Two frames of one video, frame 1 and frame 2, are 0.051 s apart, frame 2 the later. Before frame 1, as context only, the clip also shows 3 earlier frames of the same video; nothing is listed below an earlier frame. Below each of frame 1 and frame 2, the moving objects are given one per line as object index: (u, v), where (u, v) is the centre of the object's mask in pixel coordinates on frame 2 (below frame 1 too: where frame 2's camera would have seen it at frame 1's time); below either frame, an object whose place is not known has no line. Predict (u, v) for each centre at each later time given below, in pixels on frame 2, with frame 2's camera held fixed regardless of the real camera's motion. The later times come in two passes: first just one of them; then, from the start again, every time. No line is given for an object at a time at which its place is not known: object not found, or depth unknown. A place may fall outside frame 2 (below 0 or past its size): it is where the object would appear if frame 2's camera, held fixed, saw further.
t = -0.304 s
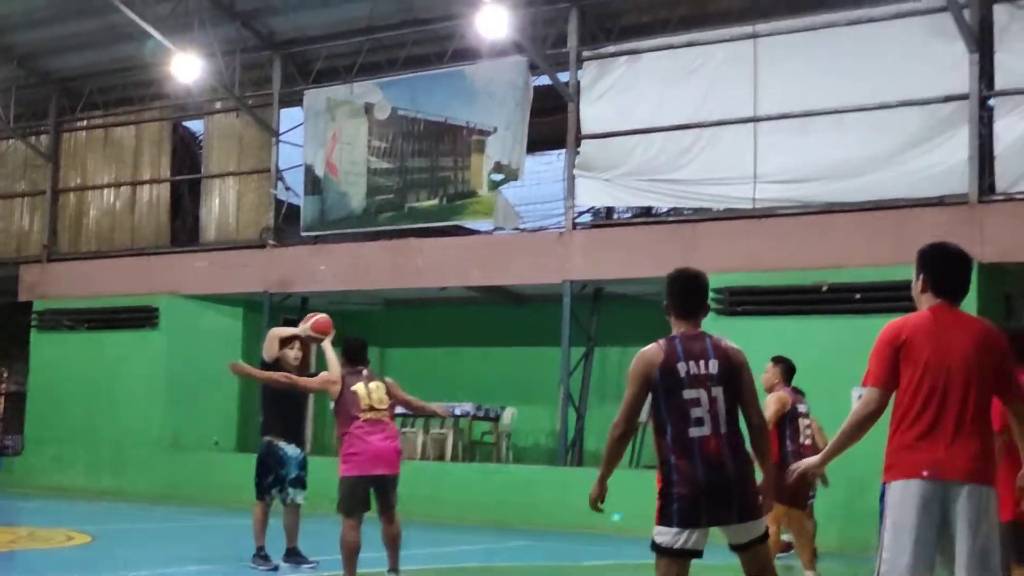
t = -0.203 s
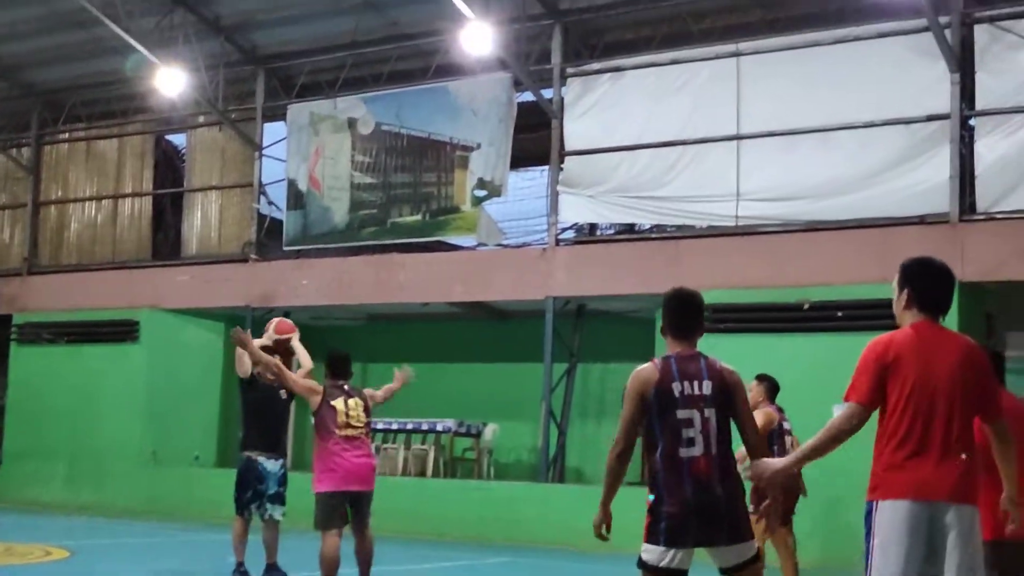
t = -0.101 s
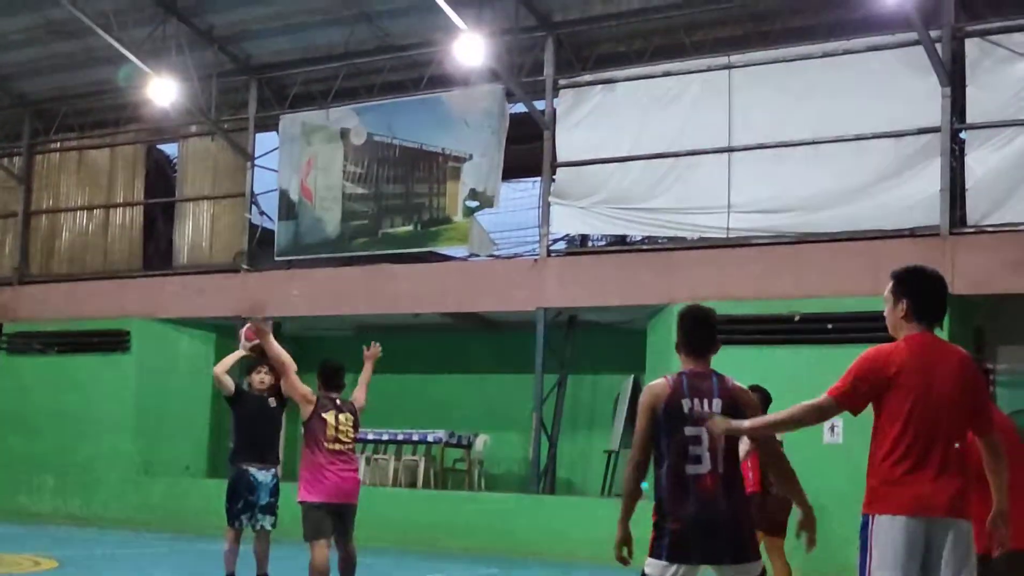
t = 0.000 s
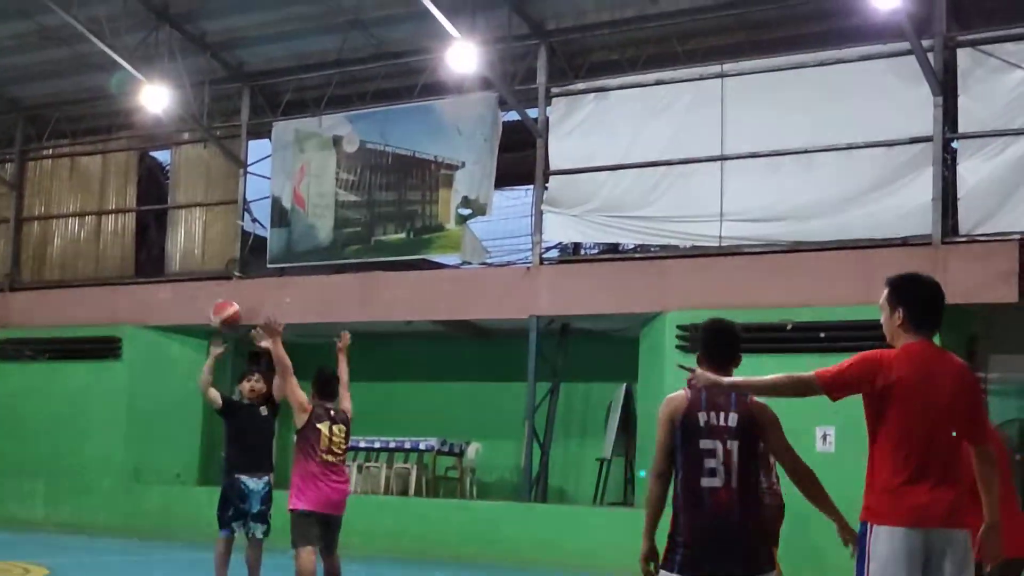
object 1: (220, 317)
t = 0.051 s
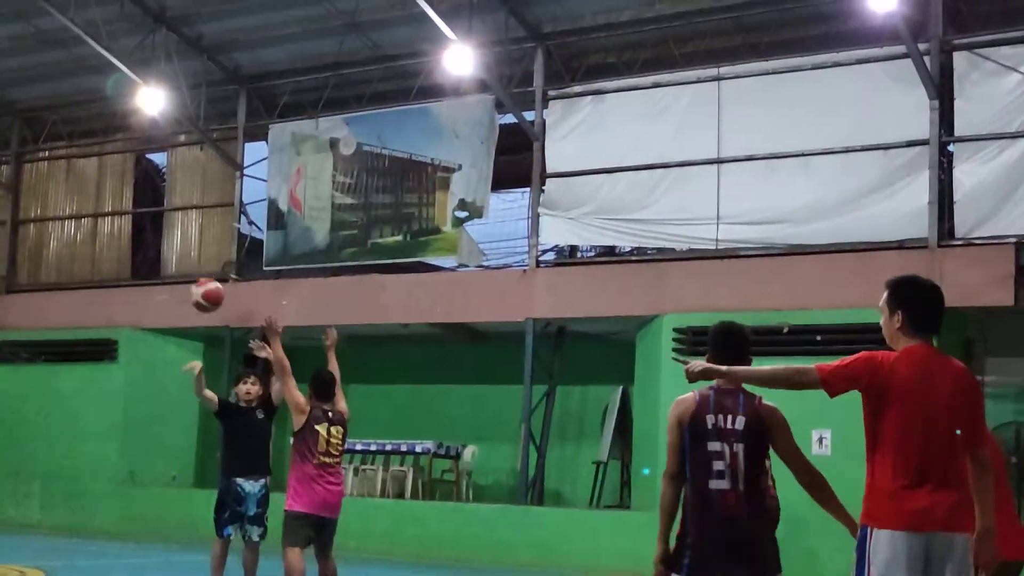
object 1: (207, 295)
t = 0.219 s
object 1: (151, 236)
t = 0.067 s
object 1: (202, 287)
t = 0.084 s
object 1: (197, 280)
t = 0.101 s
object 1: (191, 273)
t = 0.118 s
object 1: (186, 268)
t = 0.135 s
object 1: (180, 262)
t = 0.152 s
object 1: (175, 256)
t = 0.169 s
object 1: (169, 250)
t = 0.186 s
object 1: (163, 245)
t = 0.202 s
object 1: (157, 240)
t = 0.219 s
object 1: (151, 236)
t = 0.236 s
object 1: (146, 231)
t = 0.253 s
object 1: (139, 227)
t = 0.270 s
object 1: (132, 224)
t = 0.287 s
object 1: (125, 220)
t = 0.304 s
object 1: (118, 217)
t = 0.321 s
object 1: (110, 215)
